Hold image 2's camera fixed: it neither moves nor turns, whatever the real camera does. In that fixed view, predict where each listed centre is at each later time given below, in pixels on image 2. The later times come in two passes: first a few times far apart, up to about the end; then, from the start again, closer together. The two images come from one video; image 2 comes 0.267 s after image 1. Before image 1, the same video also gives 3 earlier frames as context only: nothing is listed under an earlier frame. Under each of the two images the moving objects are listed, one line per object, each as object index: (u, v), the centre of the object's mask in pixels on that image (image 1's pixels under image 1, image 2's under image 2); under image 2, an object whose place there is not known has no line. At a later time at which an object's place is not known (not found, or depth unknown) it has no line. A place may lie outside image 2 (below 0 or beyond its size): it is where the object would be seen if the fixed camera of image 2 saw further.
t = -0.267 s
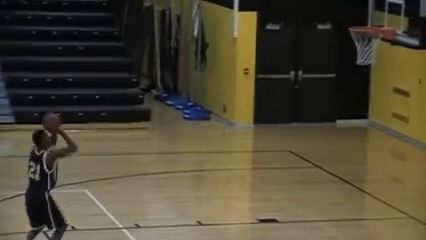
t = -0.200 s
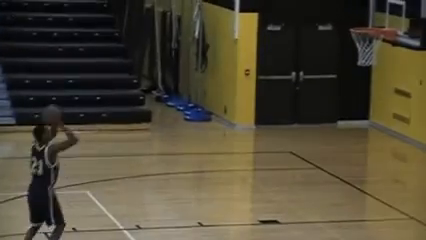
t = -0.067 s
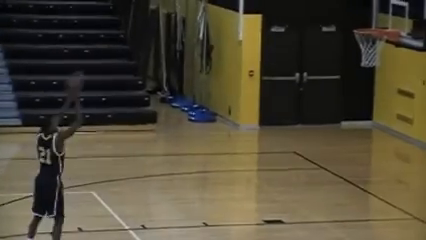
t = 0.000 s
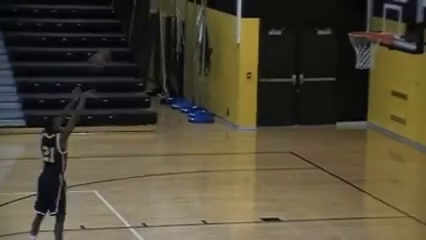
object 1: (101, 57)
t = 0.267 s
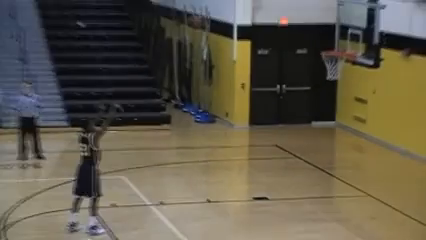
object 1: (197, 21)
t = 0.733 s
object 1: (312, 30)
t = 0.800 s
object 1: (326, 39)
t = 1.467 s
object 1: (345, 94)
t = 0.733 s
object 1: (312, 30)
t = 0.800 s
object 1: (326, 39)
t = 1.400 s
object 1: (345, 84)
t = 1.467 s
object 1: (345, 94)
